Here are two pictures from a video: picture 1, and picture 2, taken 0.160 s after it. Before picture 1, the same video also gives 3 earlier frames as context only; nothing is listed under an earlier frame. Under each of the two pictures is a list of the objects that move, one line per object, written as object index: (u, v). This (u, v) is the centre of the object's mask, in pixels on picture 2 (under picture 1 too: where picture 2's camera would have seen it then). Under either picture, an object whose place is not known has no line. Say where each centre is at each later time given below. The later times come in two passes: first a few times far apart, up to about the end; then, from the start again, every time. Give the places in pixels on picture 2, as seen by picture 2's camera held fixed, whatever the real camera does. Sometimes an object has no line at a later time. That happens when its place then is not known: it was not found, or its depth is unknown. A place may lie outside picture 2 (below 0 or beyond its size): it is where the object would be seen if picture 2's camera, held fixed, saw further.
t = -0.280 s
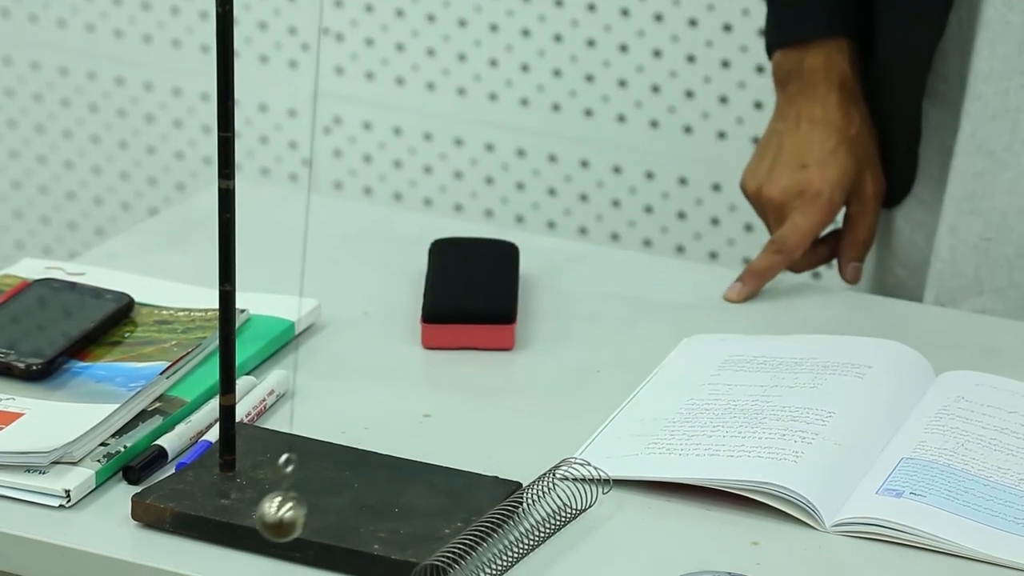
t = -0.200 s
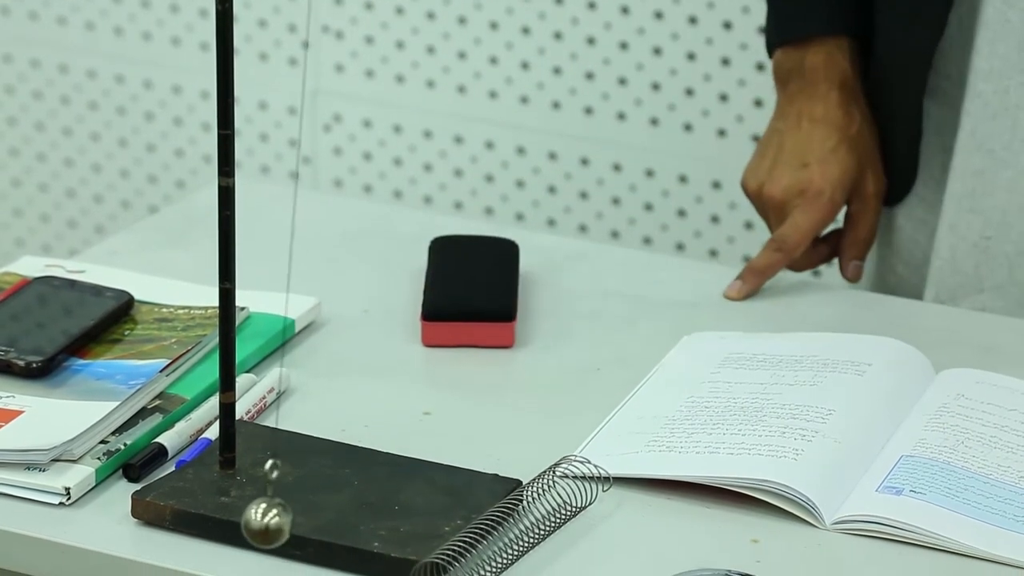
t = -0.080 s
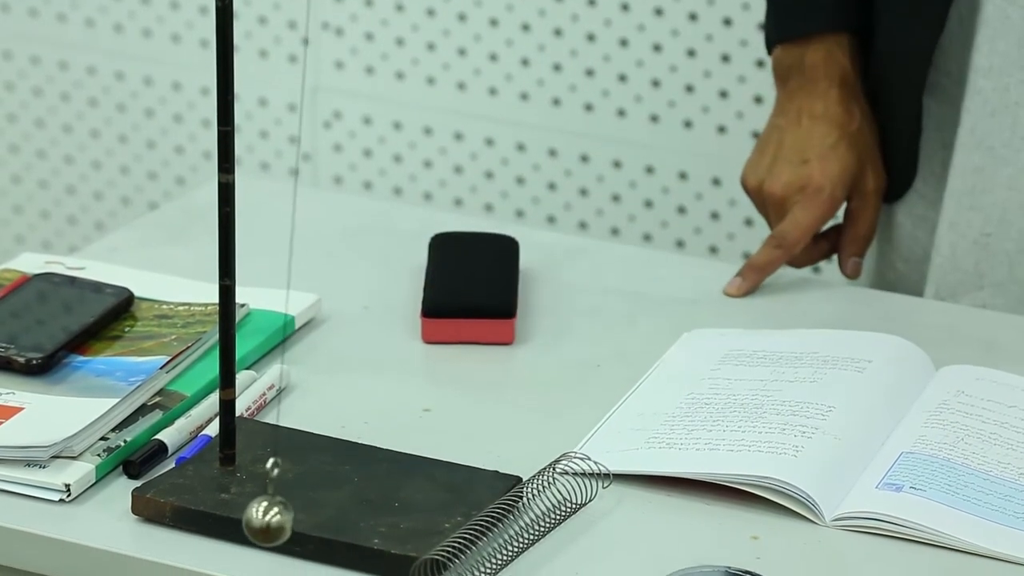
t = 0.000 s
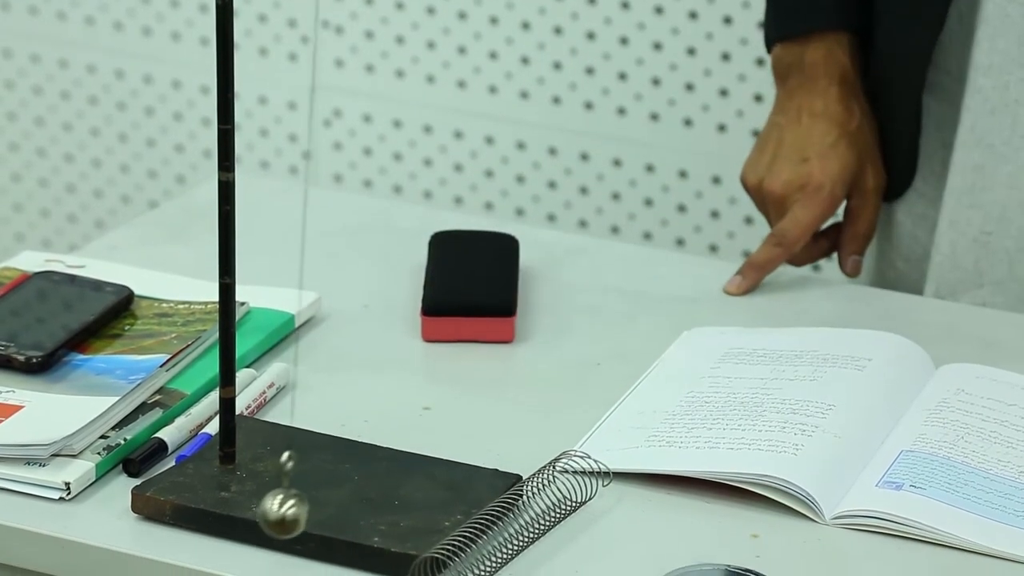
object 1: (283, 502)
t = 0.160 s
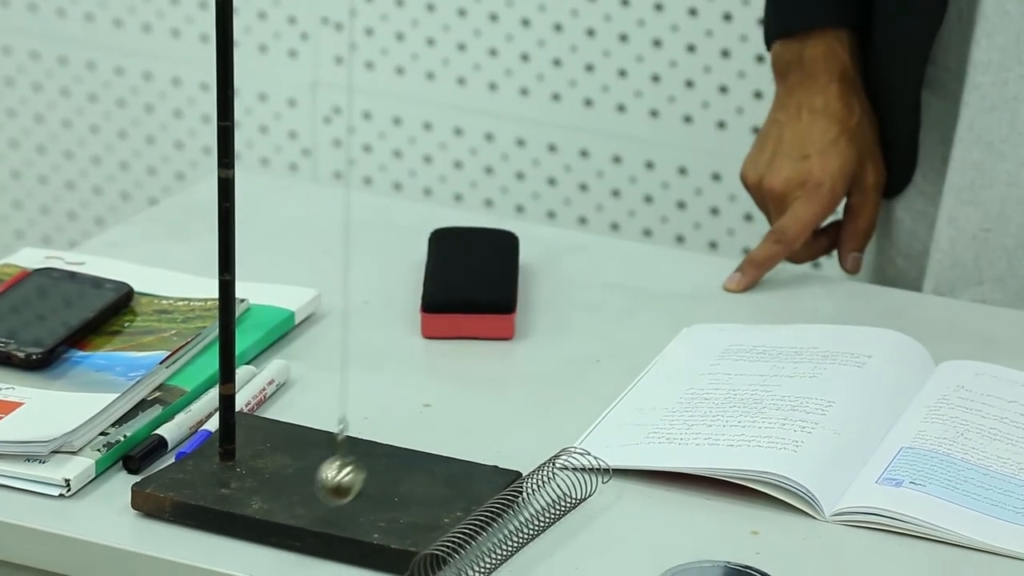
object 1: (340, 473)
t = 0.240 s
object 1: (374, 447)
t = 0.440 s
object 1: (458, 371)
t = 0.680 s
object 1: (509, 306)
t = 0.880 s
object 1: (497, 313)
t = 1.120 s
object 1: (421, 389)
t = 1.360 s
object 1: (318, 474)
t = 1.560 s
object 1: (268, 507)
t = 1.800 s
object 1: (300, 497)
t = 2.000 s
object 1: (380, 446)
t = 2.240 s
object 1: (474, 352)
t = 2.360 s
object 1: (500, 315)
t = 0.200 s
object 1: (357, 460)
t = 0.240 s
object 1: (374, 447)
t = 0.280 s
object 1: (393, 433)
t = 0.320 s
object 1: (411, 417)
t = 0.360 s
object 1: (427, 402)
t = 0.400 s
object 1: (443, 386)
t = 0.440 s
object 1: (458, 371)
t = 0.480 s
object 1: (471, 357)
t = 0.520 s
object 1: (483, 343)
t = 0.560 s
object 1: (492, 330)
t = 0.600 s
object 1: (499, 318)
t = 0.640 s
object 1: (505, 312)
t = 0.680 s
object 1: (509, 306)
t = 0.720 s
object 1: (511, 302)
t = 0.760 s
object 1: (510, 300)
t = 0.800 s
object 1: (508, 302)
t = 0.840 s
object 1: (503, 306)
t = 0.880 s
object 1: (497, 313)
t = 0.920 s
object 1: (489, 320)
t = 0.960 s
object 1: (479, 331)
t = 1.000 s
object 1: (466, 345)
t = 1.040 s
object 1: (452, 359)
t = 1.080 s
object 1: (437, 375)
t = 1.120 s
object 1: (421, 389)
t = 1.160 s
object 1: (405, 406)
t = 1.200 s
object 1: (387, 420)
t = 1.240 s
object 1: (369, 435)
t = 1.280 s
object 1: (351, 451)
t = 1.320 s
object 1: (334, 470)
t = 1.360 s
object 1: (318, 474)
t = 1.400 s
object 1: (304, 484)
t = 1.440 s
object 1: (291, 493)
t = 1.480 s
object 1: (281, 499)
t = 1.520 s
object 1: (273, 504)
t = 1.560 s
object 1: (268, 507)
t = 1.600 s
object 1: (266, 509)
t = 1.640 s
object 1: (267, 509)
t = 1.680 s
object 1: (271, 508)
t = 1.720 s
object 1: (278, 507)
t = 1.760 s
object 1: (288, 503)
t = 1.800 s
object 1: (300, 497)
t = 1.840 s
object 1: (314, 490)
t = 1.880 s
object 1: (329, 481)
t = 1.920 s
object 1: (345, 471)
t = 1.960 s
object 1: (363, 458)
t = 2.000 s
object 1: (380, 446)
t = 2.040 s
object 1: (399, 431)
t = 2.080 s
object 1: (416, 415)
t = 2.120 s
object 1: (432, 400)
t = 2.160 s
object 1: (447, 384)
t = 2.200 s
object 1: (462, 368)
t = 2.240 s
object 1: (474, 352)
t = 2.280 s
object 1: (484, 339)
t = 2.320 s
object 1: (493, 326)
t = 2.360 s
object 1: (500, 315)
